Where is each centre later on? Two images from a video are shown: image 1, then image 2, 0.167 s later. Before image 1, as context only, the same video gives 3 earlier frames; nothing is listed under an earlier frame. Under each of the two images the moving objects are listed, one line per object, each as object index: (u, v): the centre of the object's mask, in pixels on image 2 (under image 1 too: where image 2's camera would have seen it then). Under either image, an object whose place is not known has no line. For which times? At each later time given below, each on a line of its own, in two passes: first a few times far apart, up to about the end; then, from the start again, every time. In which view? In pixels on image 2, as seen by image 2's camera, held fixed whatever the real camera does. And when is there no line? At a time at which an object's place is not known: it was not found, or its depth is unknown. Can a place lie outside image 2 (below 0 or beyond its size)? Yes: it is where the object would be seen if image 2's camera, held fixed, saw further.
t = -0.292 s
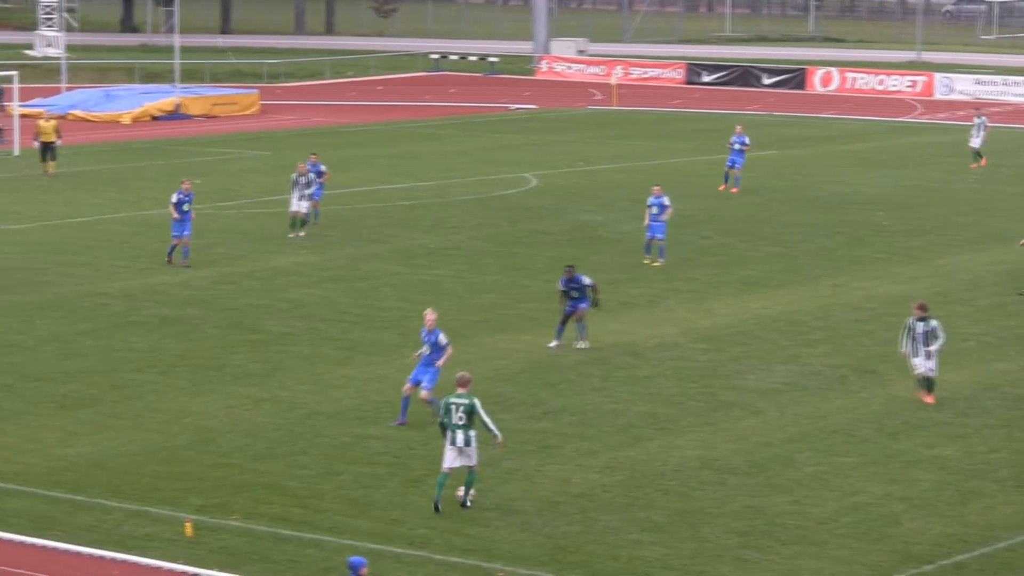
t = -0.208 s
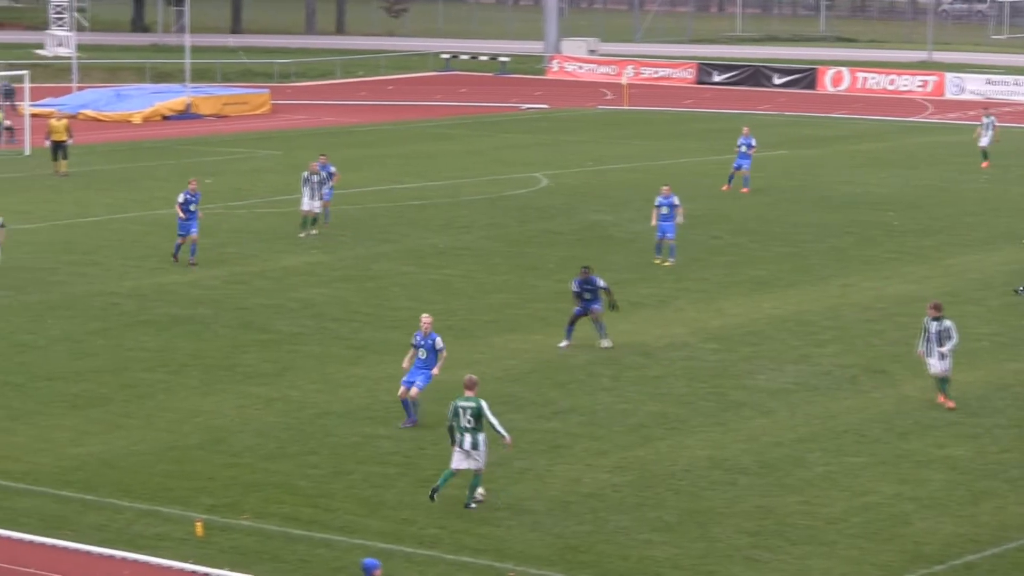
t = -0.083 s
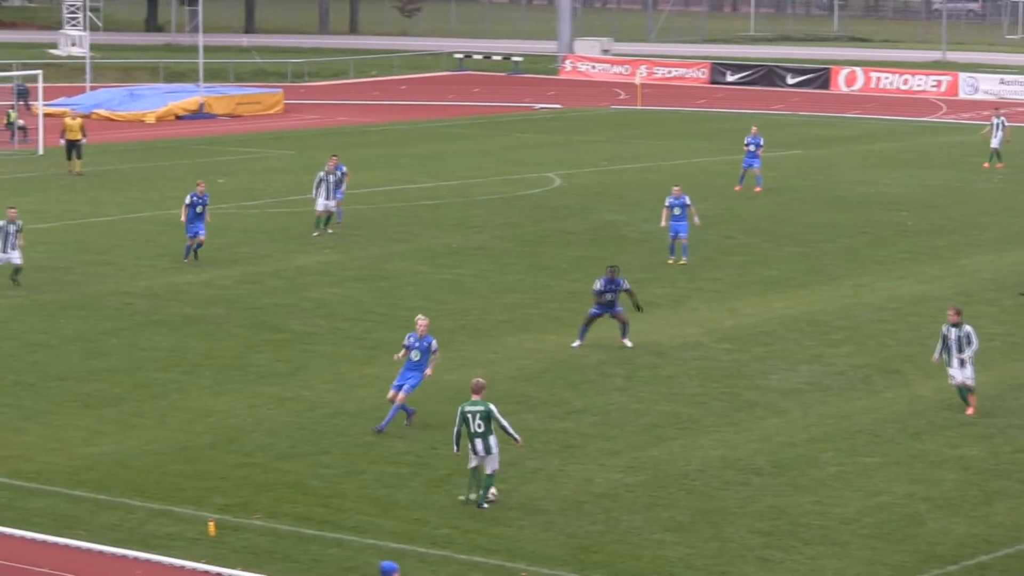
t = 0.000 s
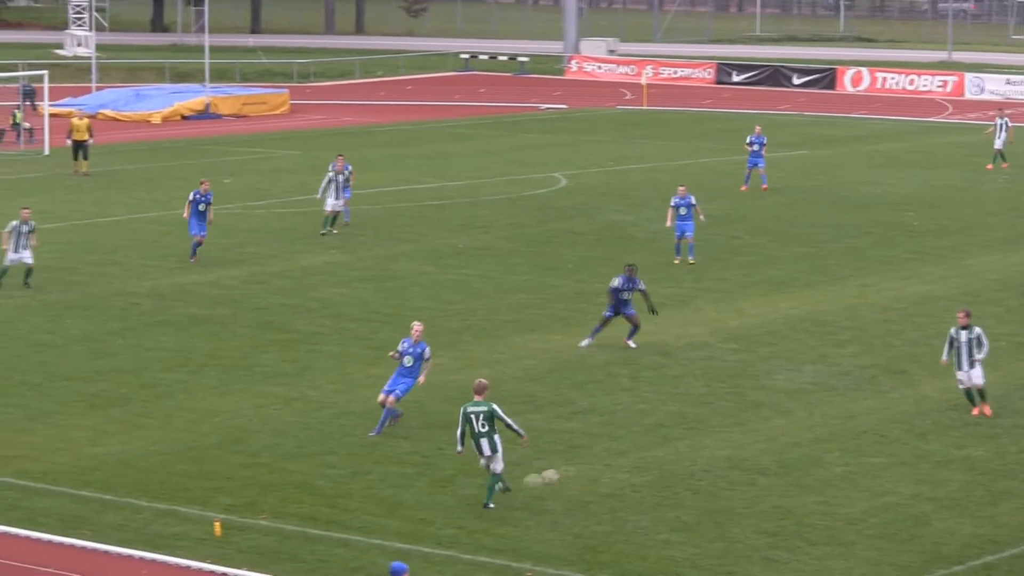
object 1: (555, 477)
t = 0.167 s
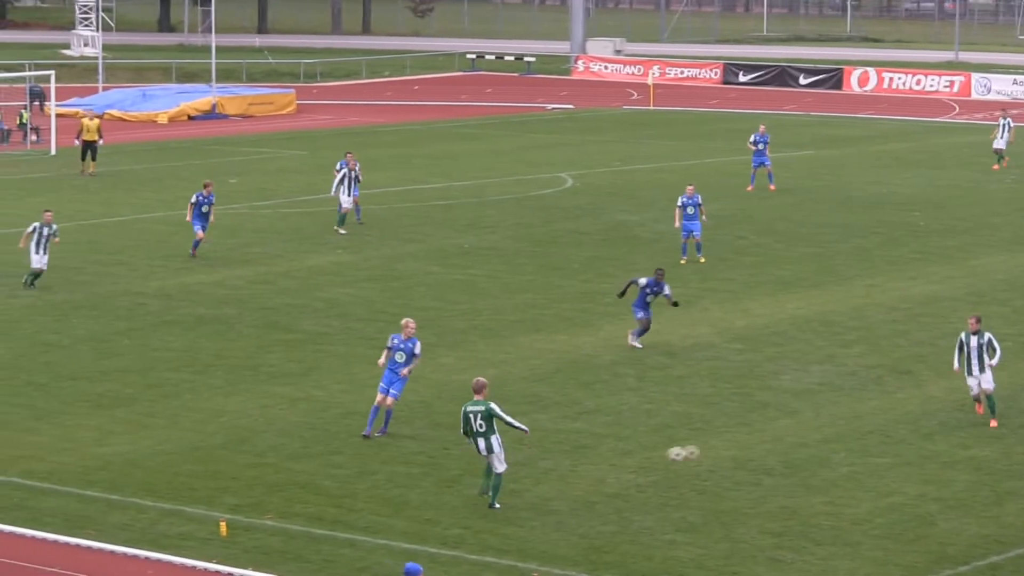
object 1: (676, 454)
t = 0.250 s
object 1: (734, 449)
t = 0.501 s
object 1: (893, 443)
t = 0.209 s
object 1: (706, 451)
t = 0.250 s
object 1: (734, 449)
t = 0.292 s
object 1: (763, 449)
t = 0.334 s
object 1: (792, 450)
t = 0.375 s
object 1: (821, 452)
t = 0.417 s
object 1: (847, 454)
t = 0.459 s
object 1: (869, 448)
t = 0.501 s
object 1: (893, 443)
